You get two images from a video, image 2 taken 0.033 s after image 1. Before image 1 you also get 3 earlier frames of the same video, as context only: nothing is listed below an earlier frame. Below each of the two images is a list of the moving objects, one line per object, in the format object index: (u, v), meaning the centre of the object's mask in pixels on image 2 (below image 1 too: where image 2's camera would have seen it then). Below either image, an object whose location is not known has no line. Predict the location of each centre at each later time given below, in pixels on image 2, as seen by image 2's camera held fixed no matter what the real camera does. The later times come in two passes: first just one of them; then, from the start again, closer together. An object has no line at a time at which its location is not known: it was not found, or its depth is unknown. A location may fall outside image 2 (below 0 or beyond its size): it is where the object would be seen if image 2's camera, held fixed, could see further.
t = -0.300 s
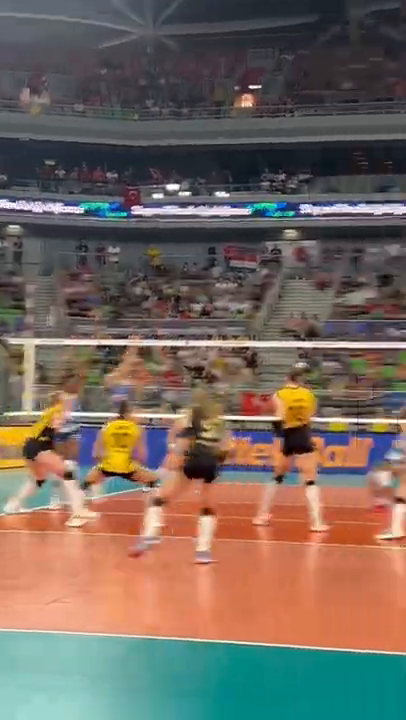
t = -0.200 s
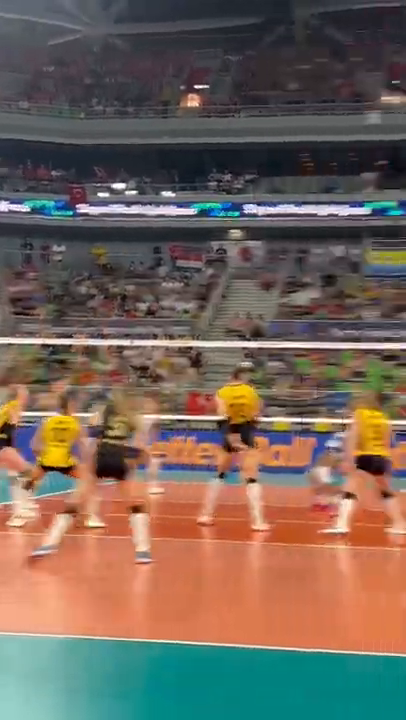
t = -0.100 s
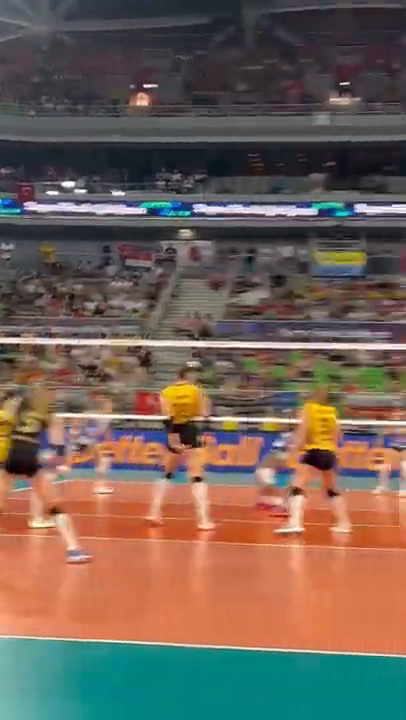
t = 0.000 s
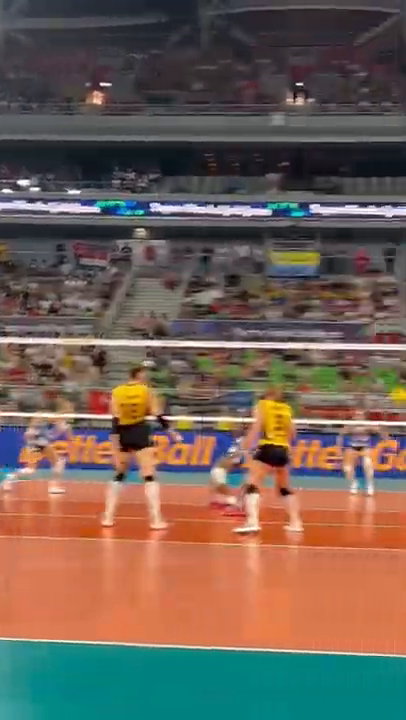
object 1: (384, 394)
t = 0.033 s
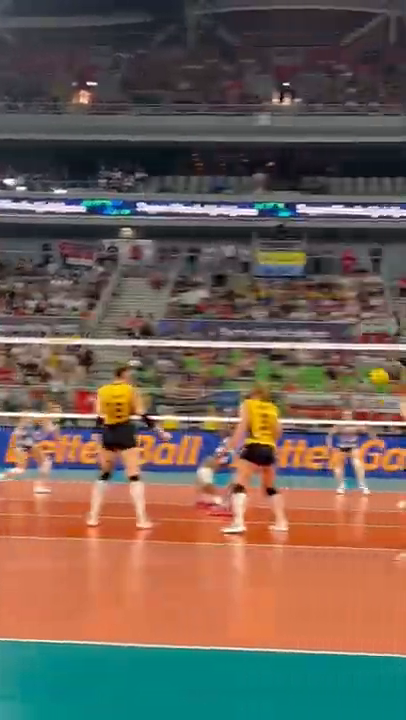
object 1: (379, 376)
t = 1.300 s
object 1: (182, 191)
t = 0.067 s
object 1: (373, 360)
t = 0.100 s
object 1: (367, 338)
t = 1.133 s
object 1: (207, 154)
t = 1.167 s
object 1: (202, 160)
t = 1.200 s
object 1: (198, 167)
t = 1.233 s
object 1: (193, 175)
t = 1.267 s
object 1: (187, 183)
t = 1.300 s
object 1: (182, 191)
